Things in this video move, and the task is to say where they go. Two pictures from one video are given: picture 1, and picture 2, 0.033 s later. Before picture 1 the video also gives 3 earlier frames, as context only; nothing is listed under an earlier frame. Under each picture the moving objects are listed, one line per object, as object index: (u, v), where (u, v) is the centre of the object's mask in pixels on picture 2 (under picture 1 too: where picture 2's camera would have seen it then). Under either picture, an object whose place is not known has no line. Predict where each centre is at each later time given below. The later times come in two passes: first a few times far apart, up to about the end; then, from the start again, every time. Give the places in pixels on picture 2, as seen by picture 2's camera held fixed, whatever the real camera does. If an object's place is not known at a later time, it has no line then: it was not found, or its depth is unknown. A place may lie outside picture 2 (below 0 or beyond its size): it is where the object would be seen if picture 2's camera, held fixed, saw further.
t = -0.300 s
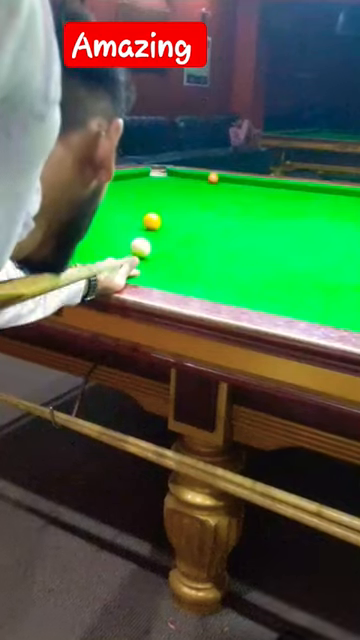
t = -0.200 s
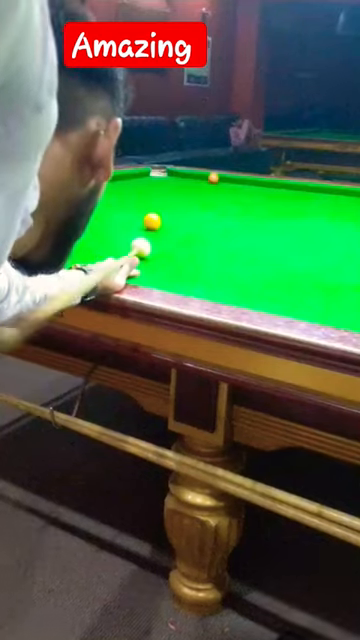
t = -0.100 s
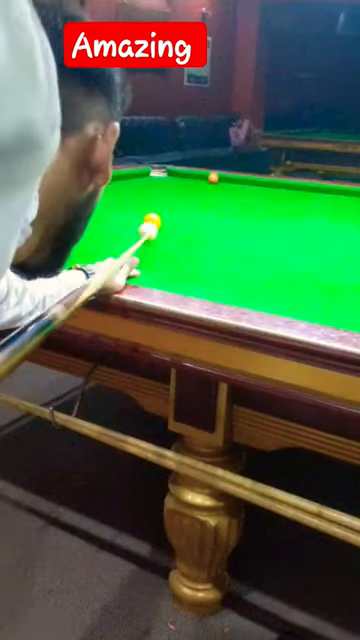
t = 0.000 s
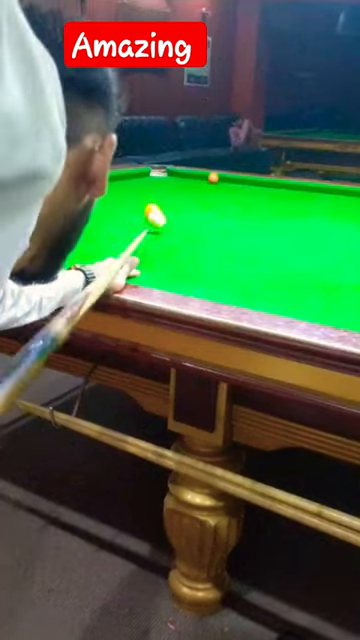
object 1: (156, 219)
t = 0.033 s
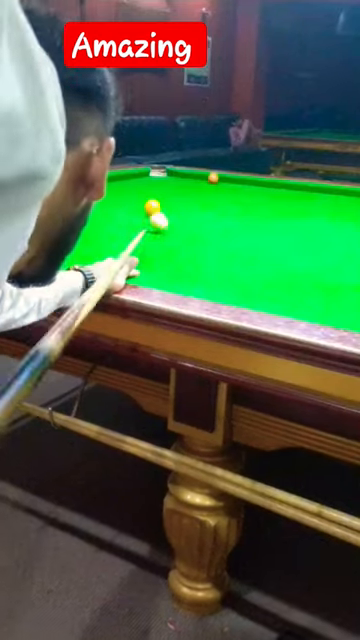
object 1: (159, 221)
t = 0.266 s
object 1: (178, 216)
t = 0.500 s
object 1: (193, 207)
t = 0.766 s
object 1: (206, 199)
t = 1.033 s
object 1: (217, 192)
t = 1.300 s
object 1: (227, 186)
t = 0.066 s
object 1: (162, 221)
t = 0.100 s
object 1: (164, 221)
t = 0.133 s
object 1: (168, 220)
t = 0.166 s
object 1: (170, 220)
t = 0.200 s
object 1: (173, 218)
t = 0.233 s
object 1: (175, 217)
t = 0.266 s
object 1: (178, 216)
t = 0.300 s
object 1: (180, 214)
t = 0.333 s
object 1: (182, 213)
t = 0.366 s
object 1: (184, 212)
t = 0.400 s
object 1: (187, 210)
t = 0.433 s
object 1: (188, 209)
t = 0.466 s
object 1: (191, 208)
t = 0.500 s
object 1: (193, 207)
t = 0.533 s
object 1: (195, 206)
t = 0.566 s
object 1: (196, 205)
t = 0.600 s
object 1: (198, 204)
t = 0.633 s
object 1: (200, 203)
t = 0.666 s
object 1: (202, 202)
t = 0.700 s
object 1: (203, 200)
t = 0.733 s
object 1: (205, 199)
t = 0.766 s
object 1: (206, 199)
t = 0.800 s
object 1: (208, 198)
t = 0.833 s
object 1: (209, 197)
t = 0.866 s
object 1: (211, 196)
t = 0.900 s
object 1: (212, 195)
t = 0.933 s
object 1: (214, 194)
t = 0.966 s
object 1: (215, 193)
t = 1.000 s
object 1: (216, 193)
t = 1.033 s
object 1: (217, 192)
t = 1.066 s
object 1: (219, 191)
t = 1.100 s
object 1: (220, 190)
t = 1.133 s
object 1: (221, 189)
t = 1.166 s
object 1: (222, 189)
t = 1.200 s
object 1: (224, 188)
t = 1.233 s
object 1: (225, 187)
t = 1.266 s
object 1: (226, 186)
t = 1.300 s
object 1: (227, 186)
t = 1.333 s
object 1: (228, 185)
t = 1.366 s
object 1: (230, 184)
